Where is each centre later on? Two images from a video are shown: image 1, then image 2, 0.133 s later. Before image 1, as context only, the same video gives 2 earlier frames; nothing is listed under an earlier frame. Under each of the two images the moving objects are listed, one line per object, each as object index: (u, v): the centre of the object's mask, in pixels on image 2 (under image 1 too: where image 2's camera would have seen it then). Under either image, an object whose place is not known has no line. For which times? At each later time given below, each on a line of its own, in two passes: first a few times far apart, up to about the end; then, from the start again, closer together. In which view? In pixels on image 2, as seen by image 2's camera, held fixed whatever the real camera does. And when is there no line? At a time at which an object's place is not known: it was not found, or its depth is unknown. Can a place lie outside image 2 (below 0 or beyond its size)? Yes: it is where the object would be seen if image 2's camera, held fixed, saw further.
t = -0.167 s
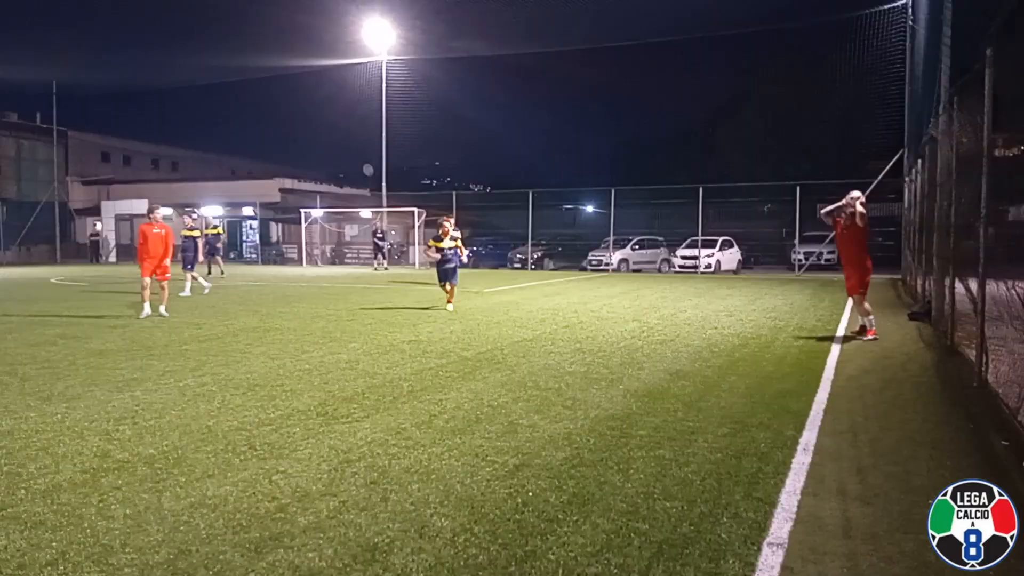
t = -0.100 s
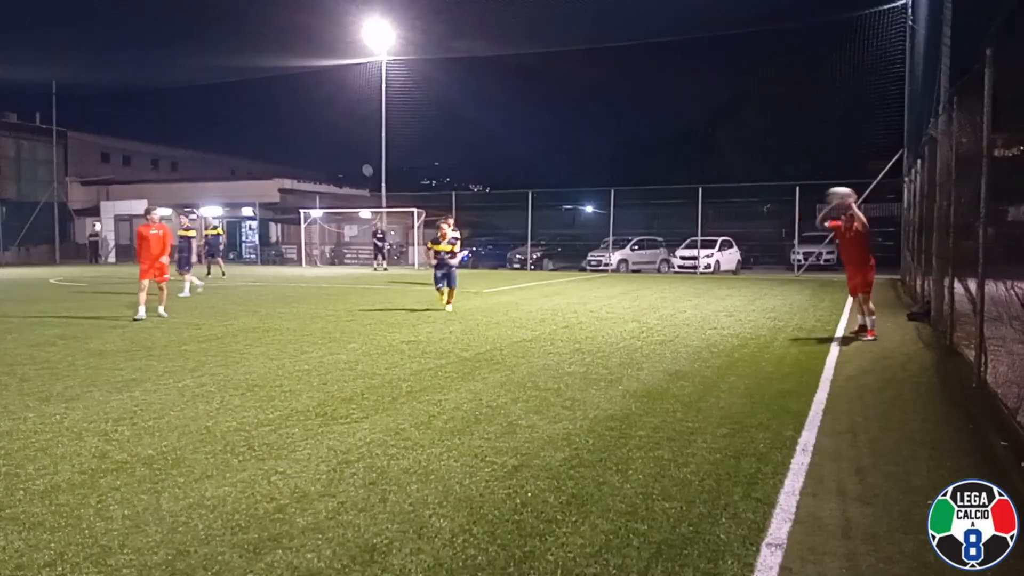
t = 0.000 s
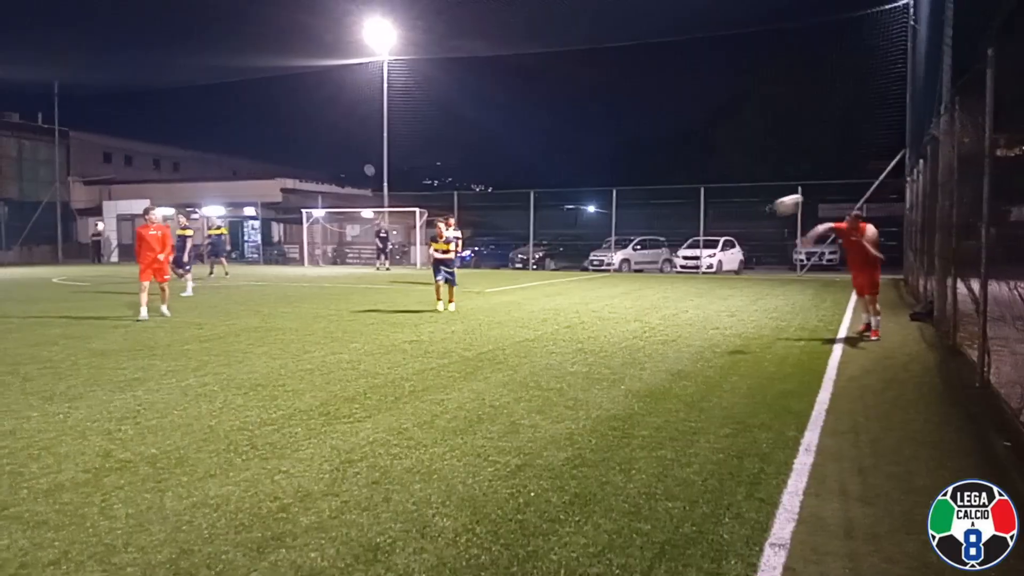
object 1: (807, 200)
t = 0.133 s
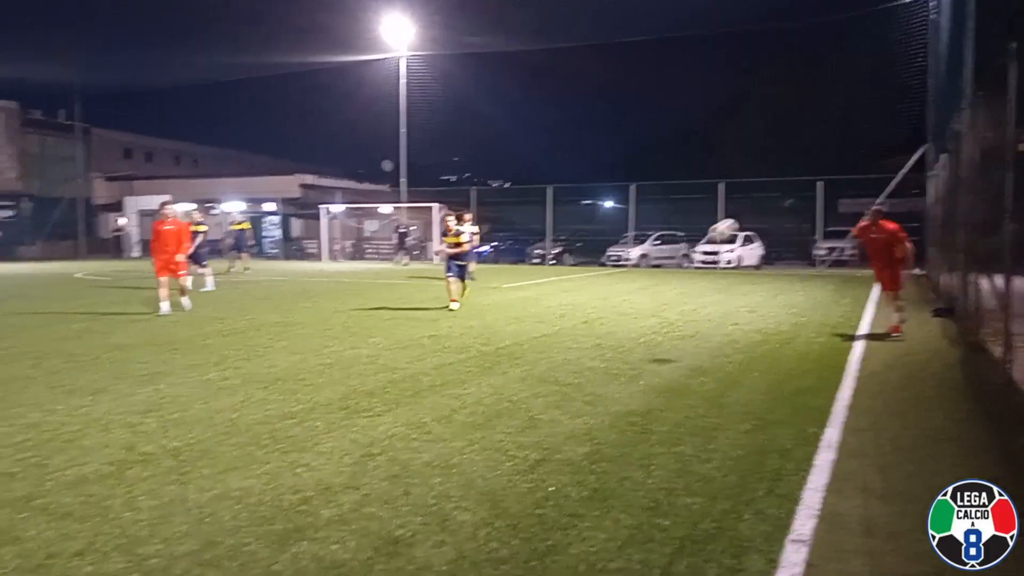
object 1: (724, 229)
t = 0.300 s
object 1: (595, 305)
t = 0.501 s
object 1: (442, 331)
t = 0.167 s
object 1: (701, 240)
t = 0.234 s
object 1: (651, 269)
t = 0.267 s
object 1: (624, 285)
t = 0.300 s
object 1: (595, 305)
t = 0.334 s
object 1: (564, 325)
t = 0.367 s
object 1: (532, 345)
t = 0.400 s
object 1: (500, 368)
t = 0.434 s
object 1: (480, 360)
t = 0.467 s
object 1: (461, 346)
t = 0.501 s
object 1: (442, 331)
